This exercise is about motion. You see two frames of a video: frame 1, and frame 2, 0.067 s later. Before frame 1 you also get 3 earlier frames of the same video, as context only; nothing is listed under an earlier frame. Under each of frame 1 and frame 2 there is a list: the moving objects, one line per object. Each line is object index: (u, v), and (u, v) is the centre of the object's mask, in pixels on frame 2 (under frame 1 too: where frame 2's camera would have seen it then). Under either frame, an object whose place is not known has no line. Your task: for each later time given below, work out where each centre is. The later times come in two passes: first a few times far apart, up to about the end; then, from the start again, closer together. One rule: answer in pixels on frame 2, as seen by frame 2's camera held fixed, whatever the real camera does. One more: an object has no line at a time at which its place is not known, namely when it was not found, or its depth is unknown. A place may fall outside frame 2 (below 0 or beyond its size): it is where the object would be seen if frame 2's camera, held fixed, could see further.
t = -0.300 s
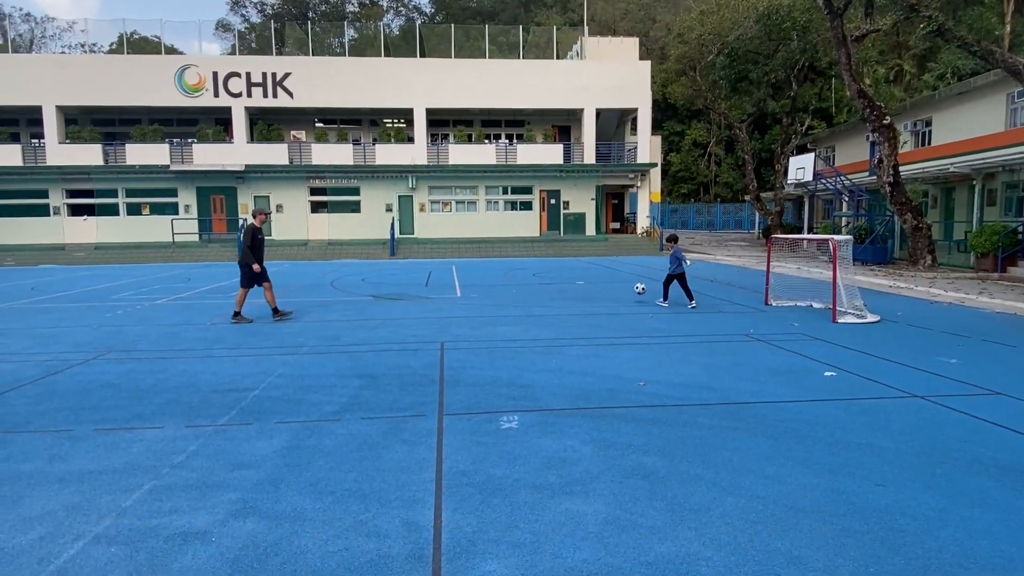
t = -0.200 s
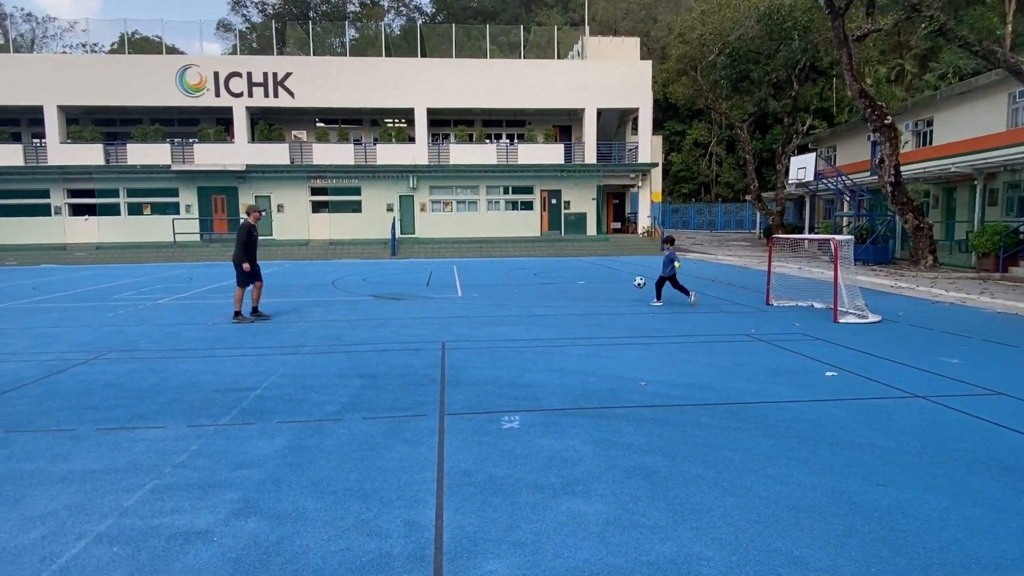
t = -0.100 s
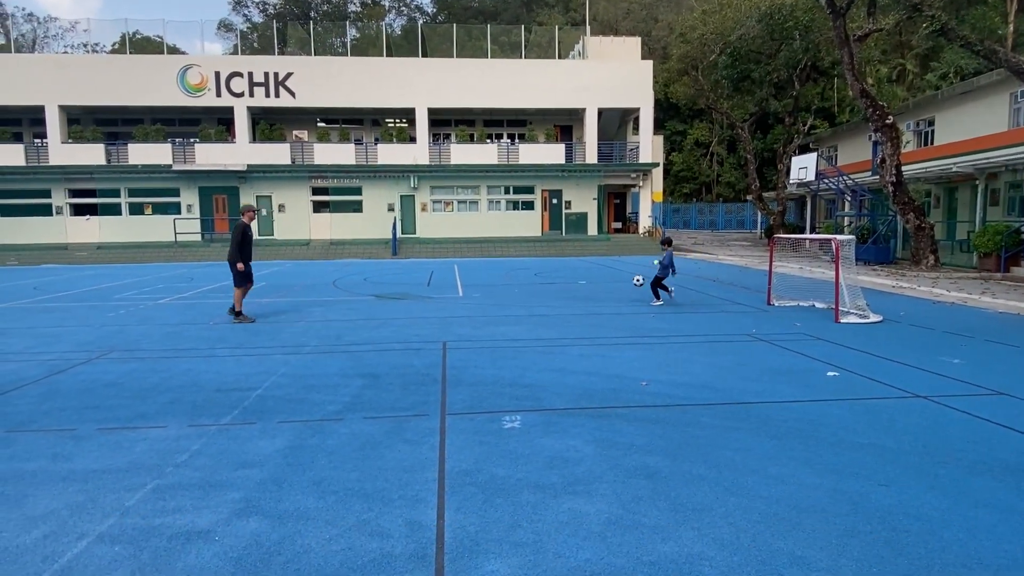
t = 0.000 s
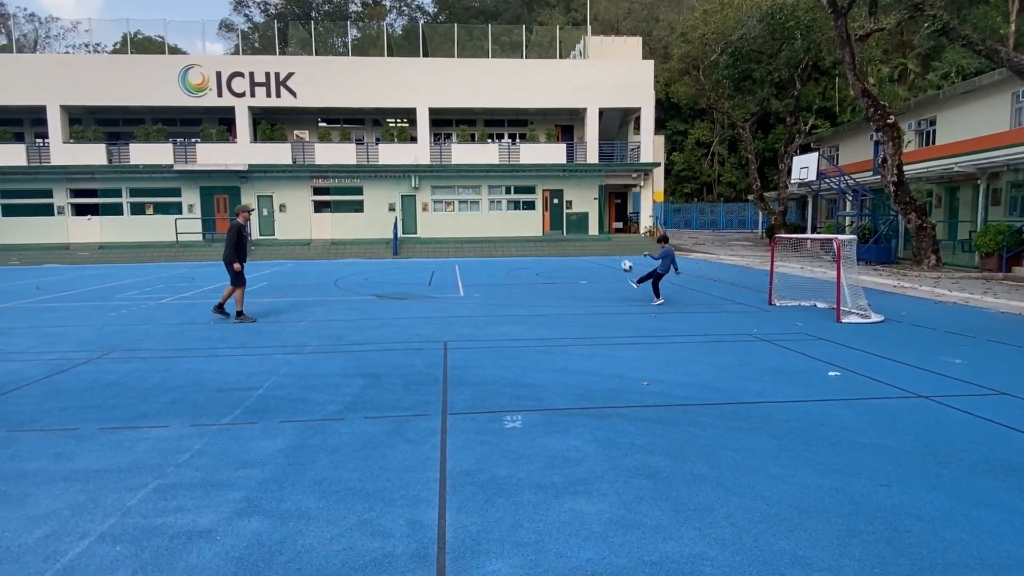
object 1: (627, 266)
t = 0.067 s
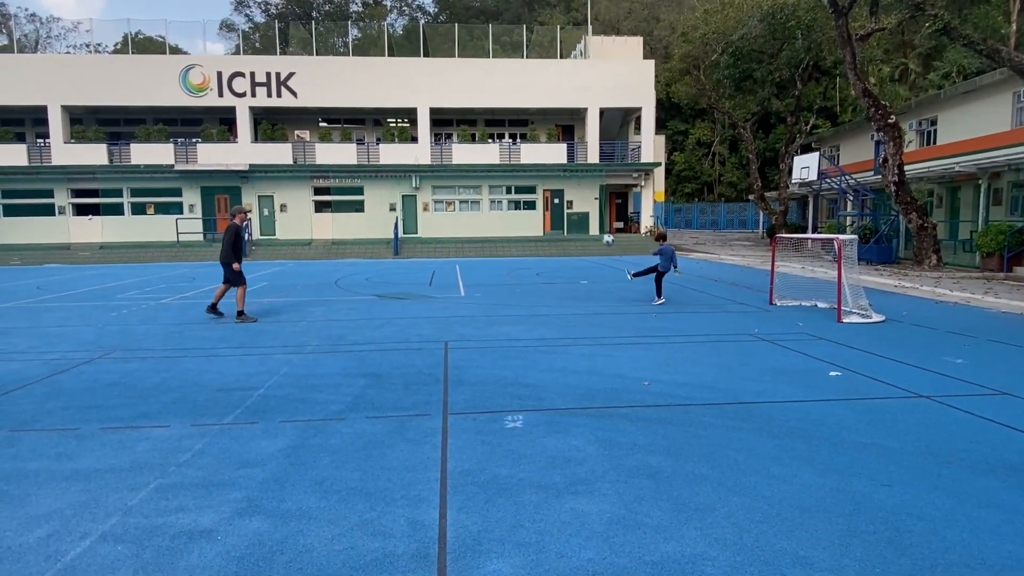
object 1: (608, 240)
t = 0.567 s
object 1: (458, 111)
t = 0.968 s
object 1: (340, 101)
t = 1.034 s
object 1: (320, 108)
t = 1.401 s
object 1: (215, 186)
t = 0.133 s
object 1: (588, 216)
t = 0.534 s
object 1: (469, 116)
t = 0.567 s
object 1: (458, 111)
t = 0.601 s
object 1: (448, 107)
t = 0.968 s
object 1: (340, 101)
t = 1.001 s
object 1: (330, 104)
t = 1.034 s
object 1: (320, 108)
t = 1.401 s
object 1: (215, 186)
